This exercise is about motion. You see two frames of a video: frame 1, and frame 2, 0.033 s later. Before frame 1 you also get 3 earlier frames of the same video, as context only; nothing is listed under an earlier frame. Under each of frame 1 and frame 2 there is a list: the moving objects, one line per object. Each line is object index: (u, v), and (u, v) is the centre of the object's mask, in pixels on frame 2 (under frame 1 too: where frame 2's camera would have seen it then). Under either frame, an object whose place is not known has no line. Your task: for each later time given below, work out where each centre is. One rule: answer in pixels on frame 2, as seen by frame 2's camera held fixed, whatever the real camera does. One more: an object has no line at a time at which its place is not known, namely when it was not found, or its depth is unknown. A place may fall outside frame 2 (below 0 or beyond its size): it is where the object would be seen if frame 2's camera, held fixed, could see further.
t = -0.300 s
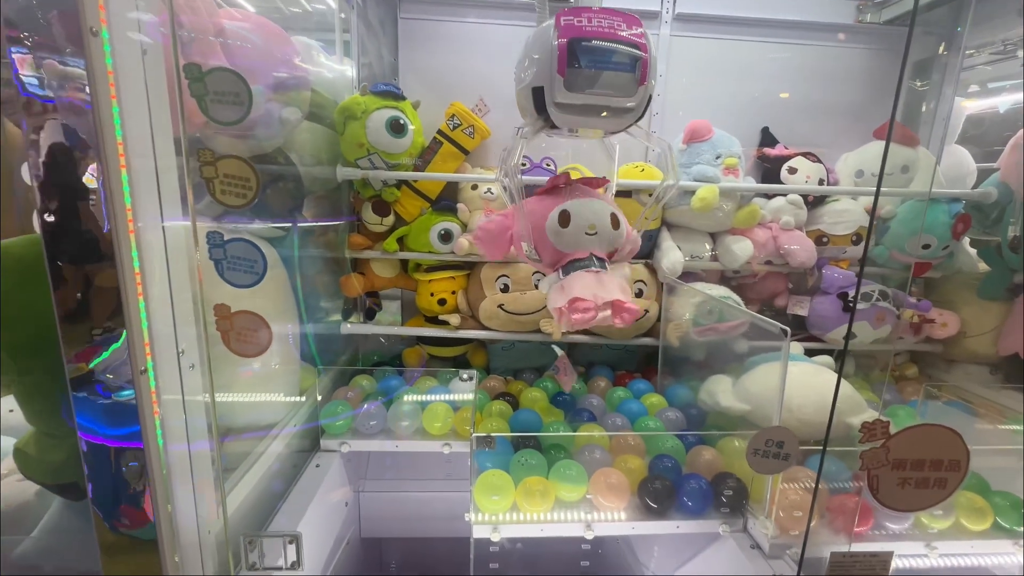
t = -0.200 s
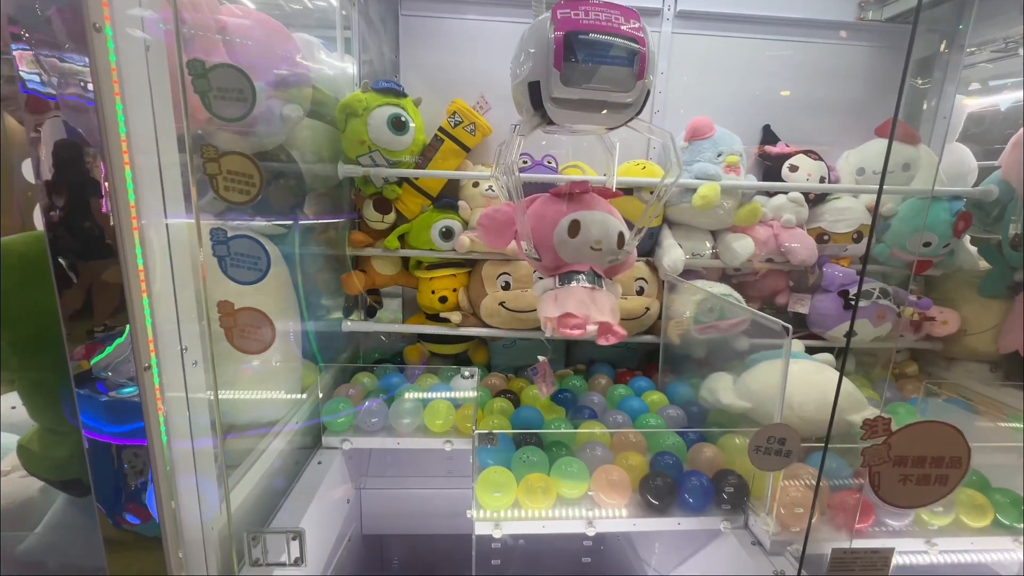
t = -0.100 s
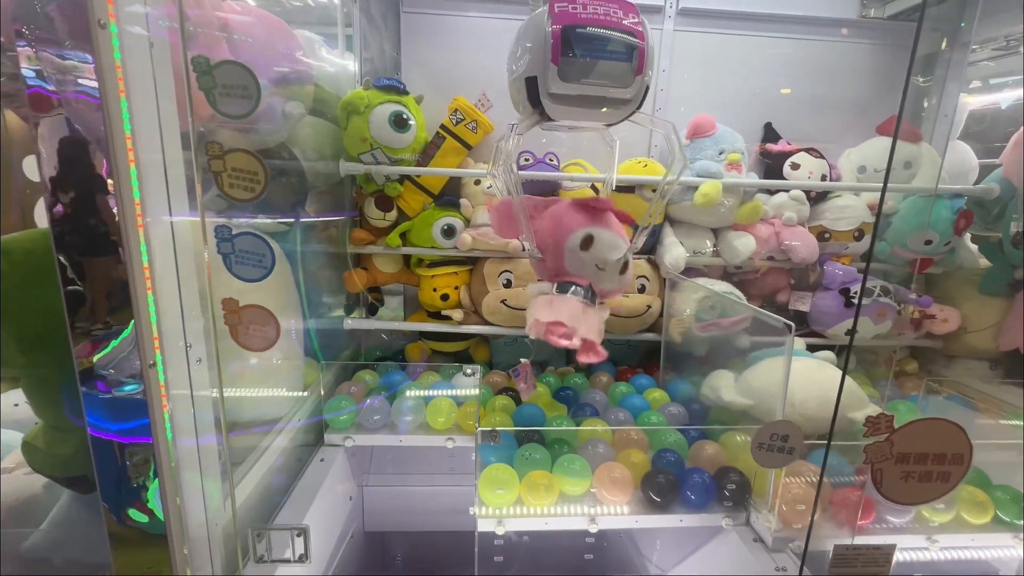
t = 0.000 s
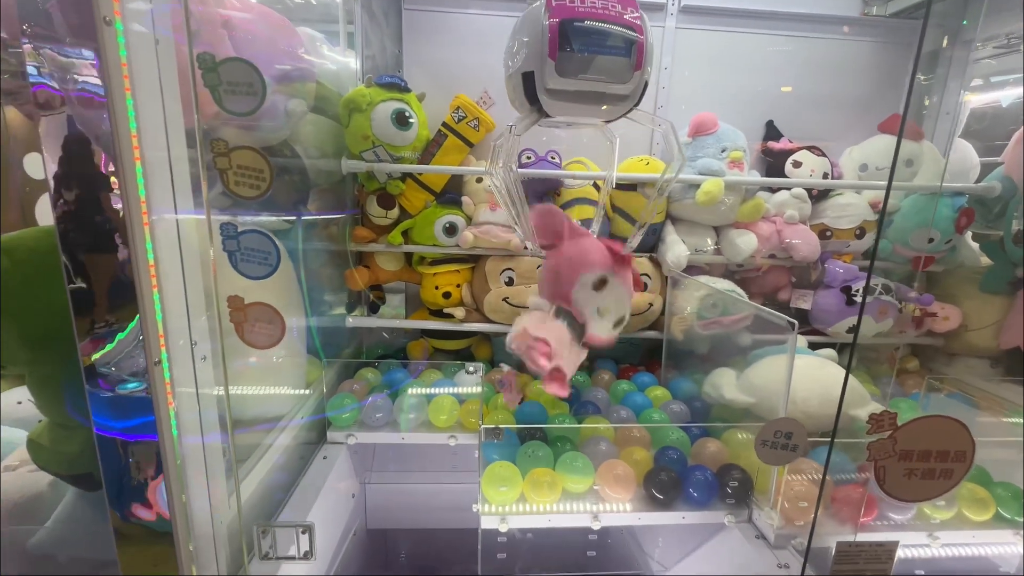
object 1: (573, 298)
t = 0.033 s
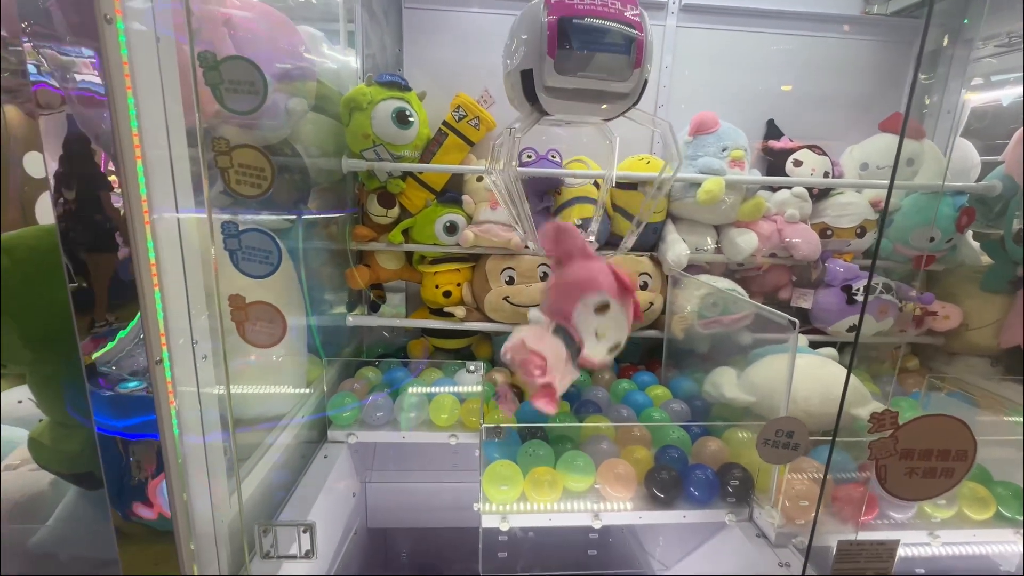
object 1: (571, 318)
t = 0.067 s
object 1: (570, 342)
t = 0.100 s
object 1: (569, 371)
